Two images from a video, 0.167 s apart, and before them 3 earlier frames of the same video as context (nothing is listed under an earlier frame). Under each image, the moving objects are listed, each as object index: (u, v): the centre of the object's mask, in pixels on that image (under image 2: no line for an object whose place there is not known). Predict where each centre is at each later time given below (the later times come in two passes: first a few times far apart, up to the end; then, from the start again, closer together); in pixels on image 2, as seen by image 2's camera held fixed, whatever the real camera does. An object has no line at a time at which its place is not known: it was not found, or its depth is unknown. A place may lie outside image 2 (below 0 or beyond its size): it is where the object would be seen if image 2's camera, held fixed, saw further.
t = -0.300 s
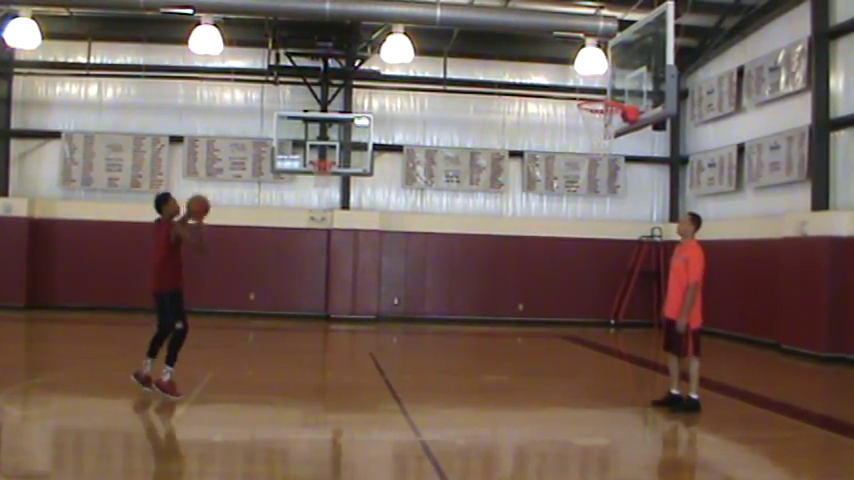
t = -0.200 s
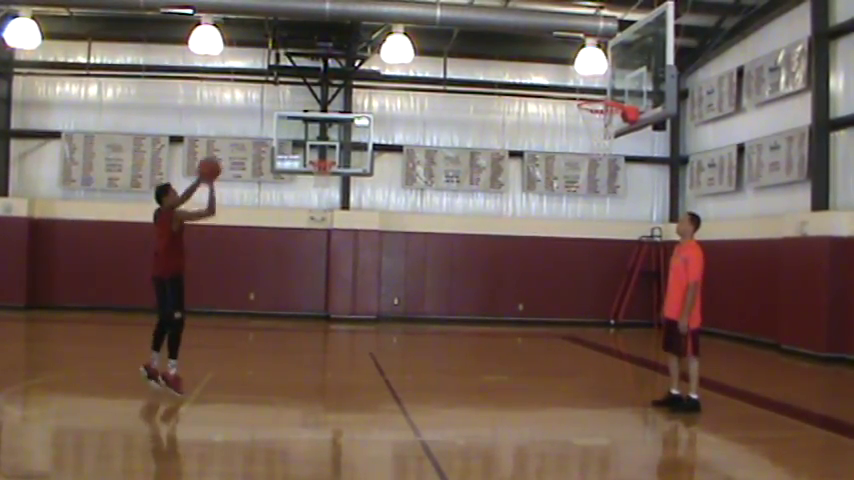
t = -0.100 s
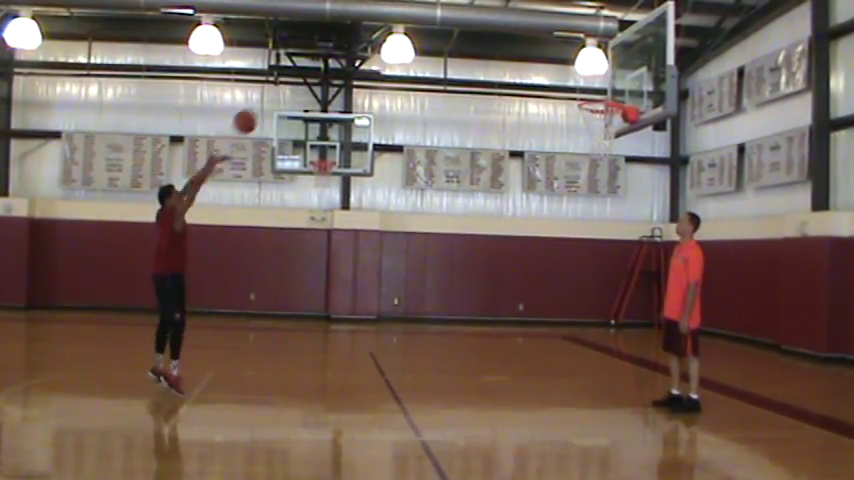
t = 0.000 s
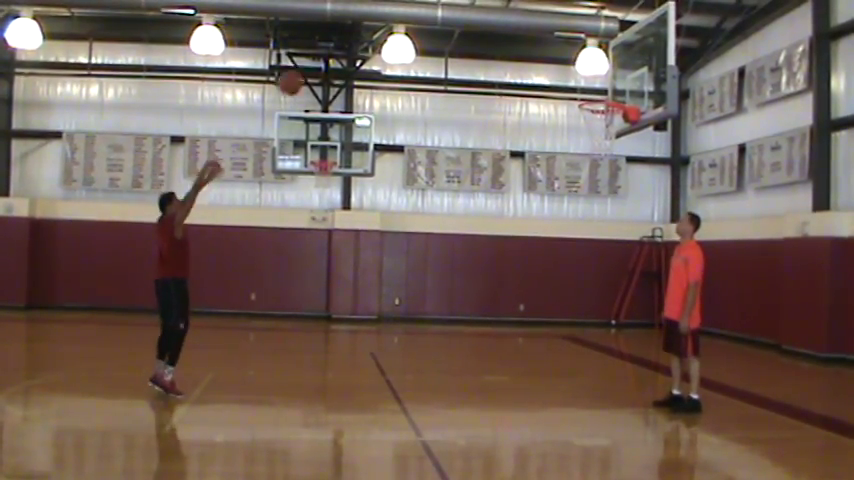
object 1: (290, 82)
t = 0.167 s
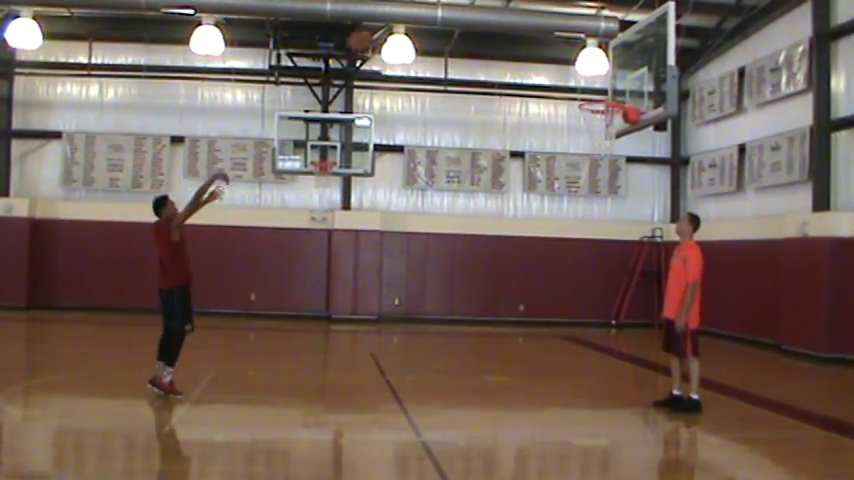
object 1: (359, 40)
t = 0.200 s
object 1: (374, 37)
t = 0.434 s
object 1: (468, 33)
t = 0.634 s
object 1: (543, 70)
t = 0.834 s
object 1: (549, 71)
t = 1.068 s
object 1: (494, 51)
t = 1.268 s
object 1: (445, 76)
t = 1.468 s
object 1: (397, 139)
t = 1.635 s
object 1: (355, 220)
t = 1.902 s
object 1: (290, 381)
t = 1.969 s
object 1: (282, 346)
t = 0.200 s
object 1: (374, 37)
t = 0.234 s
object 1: (388, 32)
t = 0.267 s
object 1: (402, 29)
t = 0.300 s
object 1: (415, 29)
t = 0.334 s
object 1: (429, 27)
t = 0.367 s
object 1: (443, 28)
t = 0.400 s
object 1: (456, 31)
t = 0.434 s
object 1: (468, 33)
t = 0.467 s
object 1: (481, 36)
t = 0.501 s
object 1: (493, 40)
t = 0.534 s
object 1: (506, 47)
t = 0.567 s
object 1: (518, 54)
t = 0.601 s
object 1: (531, 61)
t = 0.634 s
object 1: (543, 70)
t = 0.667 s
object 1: (557, 81)
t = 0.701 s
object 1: (569, 92)
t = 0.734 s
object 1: (572, 95)
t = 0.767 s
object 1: (565, 86)
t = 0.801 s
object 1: (557, 78)
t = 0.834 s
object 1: (549, 71)
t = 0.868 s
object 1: (541, 64)
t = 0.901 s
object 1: (533, 60)
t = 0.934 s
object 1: (525, 56)
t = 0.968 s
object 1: (518, 53)
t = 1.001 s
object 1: (510, 51)
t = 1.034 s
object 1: (502, 51)
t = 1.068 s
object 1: (494, 51)
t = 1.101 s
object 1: (486, 52)
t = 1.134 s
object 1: (479, 54)
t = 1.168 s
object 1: (470, 58)
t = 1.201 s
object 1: (462, 62)
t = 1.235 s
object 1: (454, 70)
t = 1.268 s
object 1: (445, 76)
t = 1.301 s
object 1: (438, 84)
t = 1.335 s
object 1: (430, 92)
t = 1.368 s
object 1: (422, 102)
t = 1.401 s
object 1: (413, 114)
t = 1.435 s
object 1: (405, 126)
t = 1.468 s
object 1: (397, 139)
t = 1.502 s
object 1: (389, 153)
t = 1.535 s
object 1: (380, 168)
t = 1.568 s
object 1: (372, 185)
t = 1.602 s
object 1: (364, 202)
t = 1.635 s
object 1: (355, 220)
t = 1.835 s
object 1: (305, 354)
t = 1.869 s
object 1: (296, 378)
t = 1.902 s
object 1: (290, 381)
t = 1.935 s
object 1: (286, 363)
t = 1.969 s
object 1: (282, 346)
